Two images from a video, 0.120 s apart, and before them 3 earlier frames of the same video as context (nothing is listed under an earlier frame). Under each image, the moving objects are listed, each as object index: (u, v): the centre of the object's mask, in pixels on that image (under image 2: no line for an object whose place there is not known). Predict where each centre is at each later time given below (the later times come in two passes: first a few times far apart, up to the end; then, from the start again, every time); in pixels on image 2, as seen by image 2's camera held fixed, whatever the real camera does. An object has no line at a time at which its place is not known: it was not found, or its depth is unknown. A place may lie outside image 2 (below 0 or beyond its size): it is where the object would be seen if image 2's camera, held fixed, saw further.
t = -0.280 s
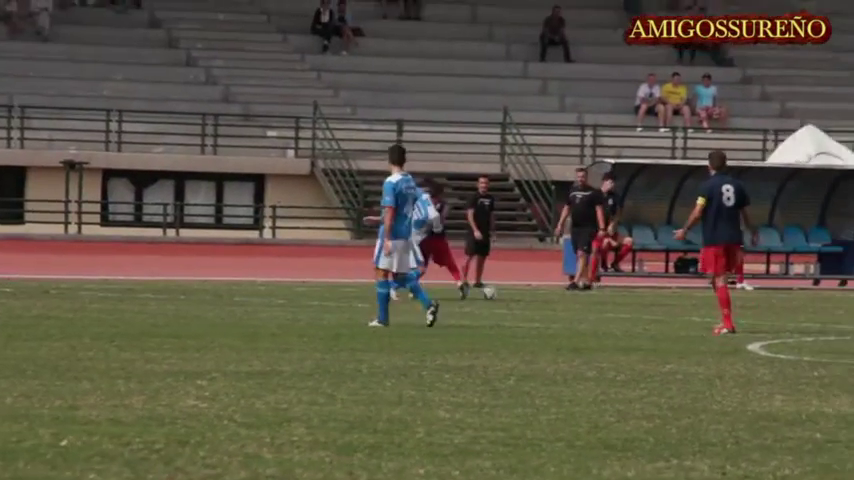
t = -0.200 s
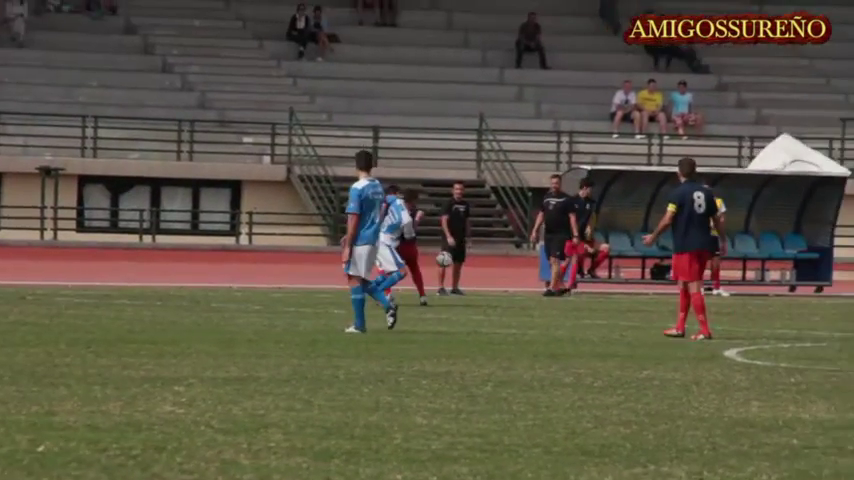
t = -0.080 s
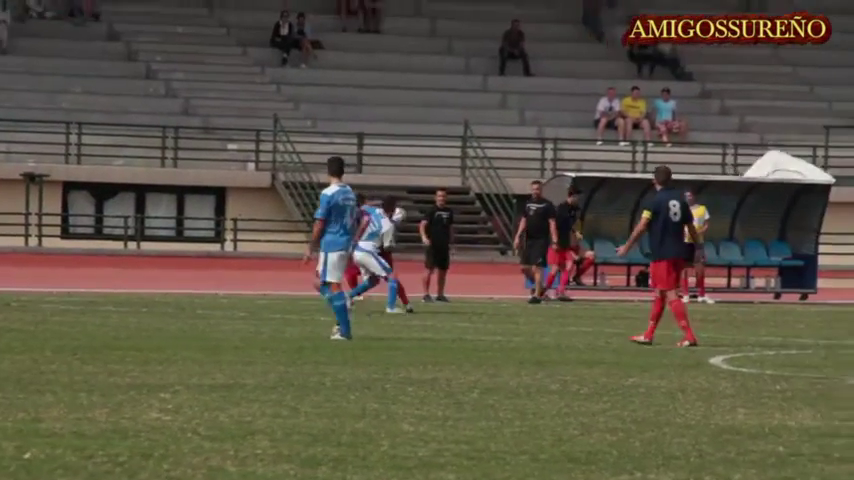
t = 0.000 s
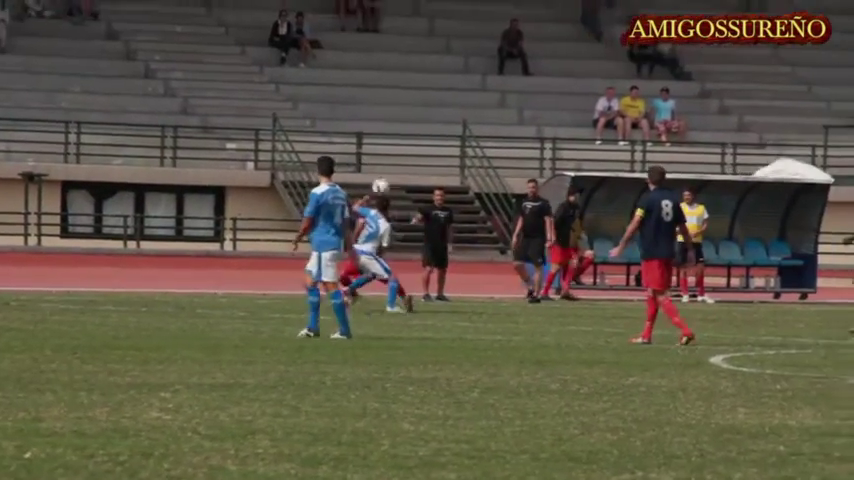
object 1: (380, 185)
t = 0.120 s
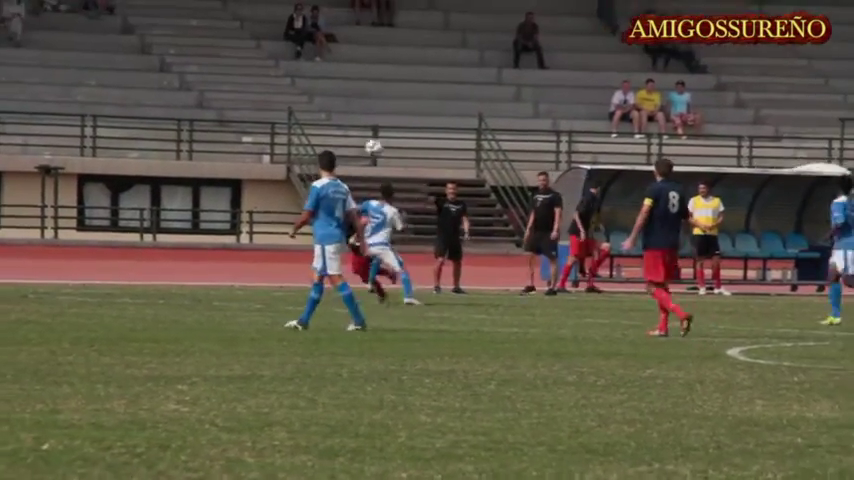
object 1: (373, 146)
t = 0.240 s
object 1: (351, 125)
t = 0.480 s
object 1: (307, 116)
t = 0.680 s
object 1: (270, 141)
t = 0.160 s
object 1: (366, 137)
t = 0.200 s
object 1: (358, 132)
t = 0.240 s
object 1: (351, 125)
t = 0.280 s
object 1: (343, 120)
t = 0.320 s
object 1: (335, 117)
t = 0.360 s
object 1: (328, 114)
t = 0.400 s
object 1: (321, 114)
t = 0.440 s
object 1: (314, 114)
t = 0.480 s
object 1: (307, 116)
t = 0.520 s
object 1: (300, 117)
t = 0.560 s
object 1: (292, 122)
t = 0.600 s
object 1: (284, 127)
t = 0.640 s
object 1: (277, 133)
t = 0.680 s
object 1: (270, 141)
